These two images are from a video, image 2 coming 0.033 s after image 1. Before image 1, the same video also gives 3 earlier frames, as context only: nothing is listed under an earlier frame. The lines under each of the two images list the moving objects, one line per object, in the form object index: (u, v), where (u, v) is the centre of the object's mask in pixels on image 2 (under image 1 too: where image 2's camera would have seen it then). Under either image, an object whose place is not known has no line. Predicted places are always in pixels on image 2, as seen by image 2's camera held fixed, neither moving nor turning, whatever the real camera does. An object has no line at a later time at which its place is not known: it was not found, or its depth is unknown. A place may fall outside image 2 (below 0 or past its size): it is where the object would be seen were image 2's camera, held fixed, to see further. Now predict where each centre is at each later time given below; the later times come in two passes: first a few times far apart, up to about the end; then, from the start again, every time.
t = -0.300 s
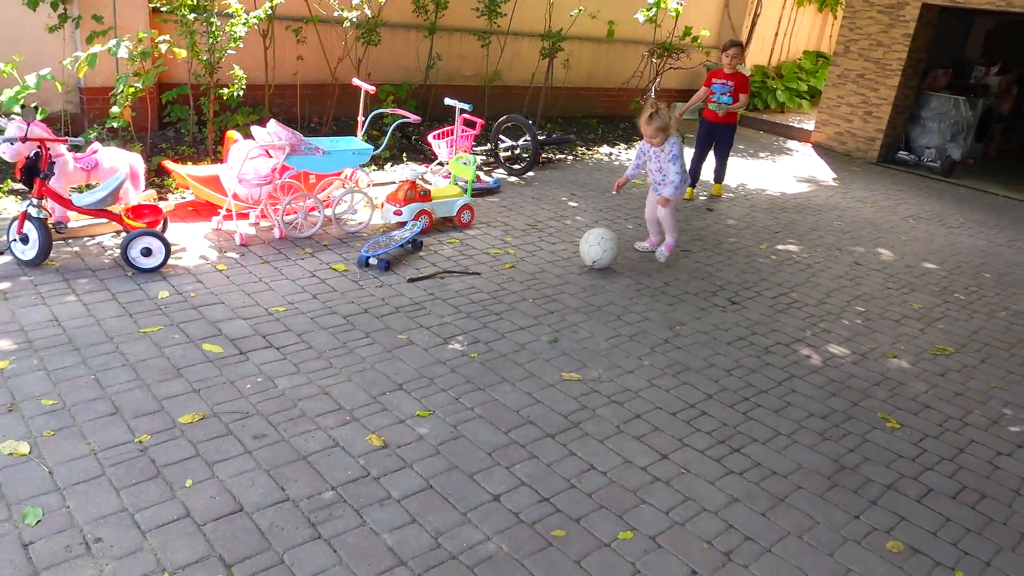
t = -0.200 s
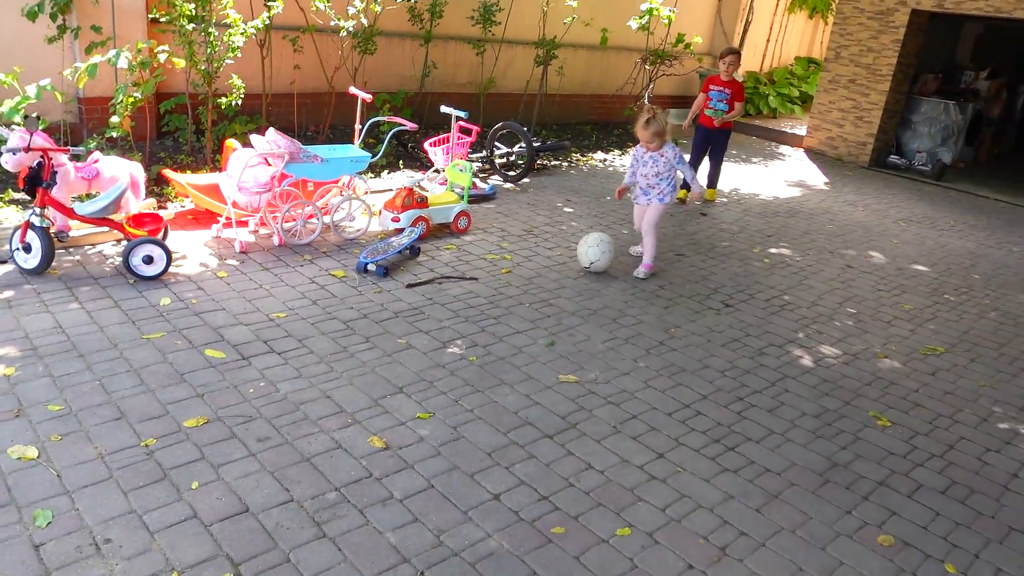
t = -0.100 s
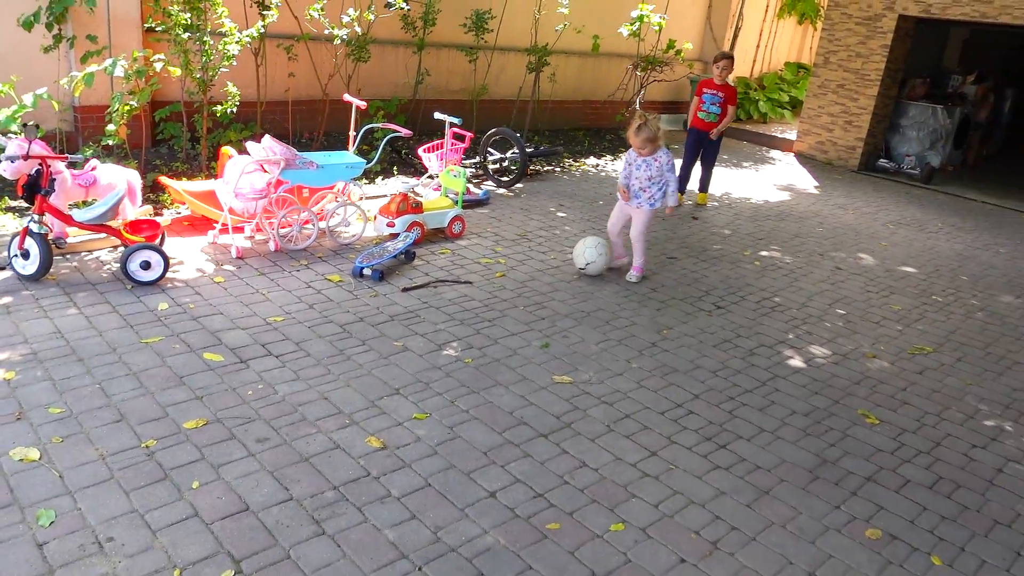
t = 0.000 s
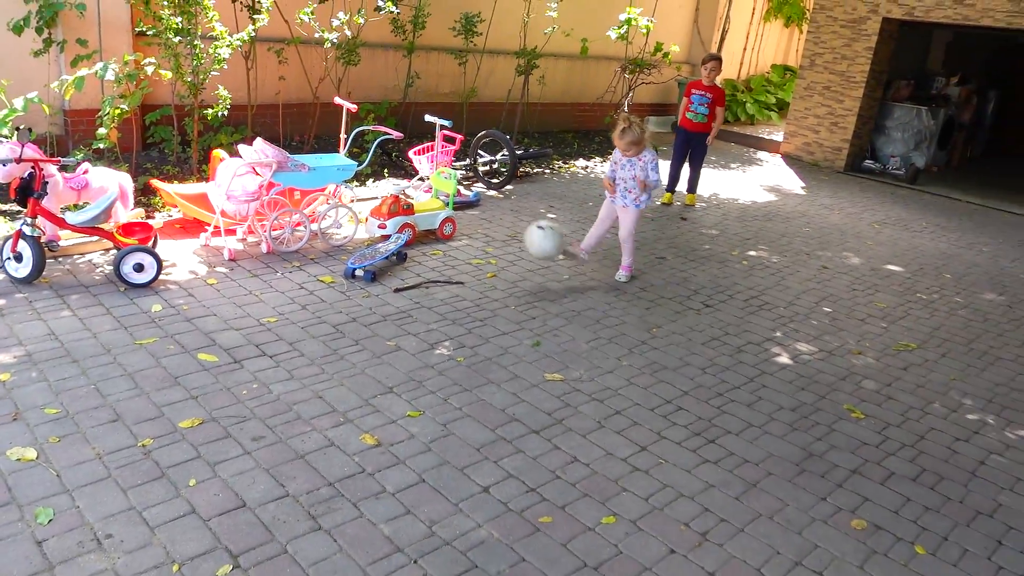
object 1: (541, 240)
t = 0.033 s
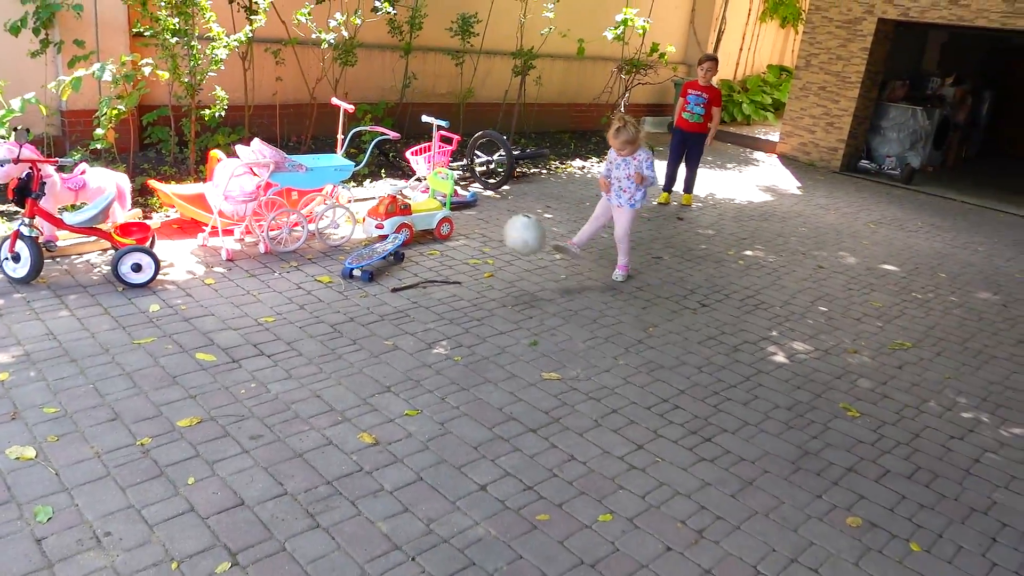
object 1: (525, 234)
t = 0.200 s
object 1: (422, 238)
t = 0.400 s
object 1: (255, 328)
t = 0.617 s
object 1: (121, 312)
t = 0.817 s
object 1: (-10, 385)
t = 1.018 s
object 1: (-163, 387)
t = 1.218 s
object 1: (-328, 442)
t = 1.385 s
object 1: (-509, 479)
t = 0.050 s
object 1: (516, 232)
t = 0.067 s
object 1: (506, 231)
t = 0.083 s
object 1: (497, 230)
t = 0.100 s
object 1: (488, 229)
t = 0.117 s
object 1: (478, 229)
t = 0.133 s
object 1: (467, 230)
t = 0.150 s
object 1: (456, 231)
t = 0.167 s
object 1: (445, 233)
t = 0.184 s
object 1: (434, 234)
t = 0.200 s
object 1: (422, 238)
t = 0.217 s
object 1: (410, 241)
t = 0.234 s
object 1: (398, 245)
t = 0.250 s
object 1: (386, 251)
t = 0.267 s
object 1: (374, 255)
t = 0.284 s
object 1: (361, 261)
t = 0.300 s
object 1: (347, 267)
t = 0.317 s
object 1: (331, 276)
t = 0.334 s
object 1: (317, 284)
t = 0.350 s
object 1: (301, 294)
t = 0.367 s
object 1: (286, 304)
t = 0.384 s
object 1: (271, 316)
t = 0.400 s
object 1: (255, 328)
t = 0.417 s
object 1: (239, 340)
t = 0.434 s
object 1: (229, 338)
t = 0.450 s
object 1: (220, 333)
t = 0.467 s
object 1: (211, 327)
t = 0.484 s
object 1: (201, 323)
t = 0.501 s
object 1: (192, 320)
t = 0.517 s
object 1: (183, 316)
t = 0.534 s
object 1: (173, 314)
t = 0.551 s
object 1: (162, 313)
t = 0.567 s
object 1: (152, 311)
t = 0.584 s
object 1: (142, 311)
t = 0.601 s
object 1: (133, 311)
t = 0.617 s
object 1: (121, 312)
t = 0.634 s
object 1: (111, 313)
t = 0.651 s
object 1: (100, 315)
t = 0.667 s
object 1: (89, 319)
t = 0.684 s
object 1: (79, 323)
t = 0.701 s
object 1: (68, 328)
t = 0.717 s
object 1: (57, 333)
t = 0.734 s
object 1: (46, 339)
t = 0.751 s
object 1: (35, 346)
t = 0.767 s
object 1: (24, 355)
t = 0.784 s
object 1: (12, 364)
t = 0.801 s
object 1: (0, 374)
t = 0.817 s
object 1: (-10, 385)
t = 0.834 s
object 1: (-22, 396)
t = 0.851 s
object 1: (-33, 397)
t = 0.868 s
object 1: (-46, 392)
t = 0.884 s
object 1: (-59, 387)
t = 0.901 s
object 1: (-71, 385)
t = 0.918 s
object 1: (-85, 383)
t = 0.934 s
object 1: (-97, 381)
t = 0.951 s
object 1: (-111, 381)
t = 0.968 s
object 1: (-123, 381)
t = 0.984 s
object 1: (-137, 382)
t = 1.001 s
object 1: (-150, 384)
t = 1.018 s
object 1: (-163, 387)
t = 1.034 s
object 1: (-176, 391)
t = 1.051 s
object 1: (-189, 395)
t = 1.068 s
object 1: (-201, 400)
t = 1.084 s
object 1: (-214, 406)
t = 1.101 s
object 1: (-226, 412)
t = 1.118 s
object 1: (-239, 420)
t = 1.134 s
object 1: (-251, 429)
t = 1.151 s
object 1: (-263, 439)
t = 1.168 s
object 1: (-276, 447)
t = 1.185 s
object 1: (-293, 446)
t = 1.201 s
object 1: (-310, 443)
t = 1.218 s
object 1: (-328, 442)
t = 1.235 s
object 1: (-346, 441)
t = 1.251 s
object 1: (-365, 441)
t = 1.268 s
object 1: (-384, 443)
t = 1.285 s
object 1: (-403, 446)
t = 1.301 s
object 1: (-421, 449)
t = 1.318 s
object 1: (-438, 454)
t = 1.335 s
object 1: (-457, 458)
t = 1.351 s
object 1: (-476, 464)
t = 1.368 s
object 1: (-490, 473)
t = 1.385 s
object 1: (-509, 479)
